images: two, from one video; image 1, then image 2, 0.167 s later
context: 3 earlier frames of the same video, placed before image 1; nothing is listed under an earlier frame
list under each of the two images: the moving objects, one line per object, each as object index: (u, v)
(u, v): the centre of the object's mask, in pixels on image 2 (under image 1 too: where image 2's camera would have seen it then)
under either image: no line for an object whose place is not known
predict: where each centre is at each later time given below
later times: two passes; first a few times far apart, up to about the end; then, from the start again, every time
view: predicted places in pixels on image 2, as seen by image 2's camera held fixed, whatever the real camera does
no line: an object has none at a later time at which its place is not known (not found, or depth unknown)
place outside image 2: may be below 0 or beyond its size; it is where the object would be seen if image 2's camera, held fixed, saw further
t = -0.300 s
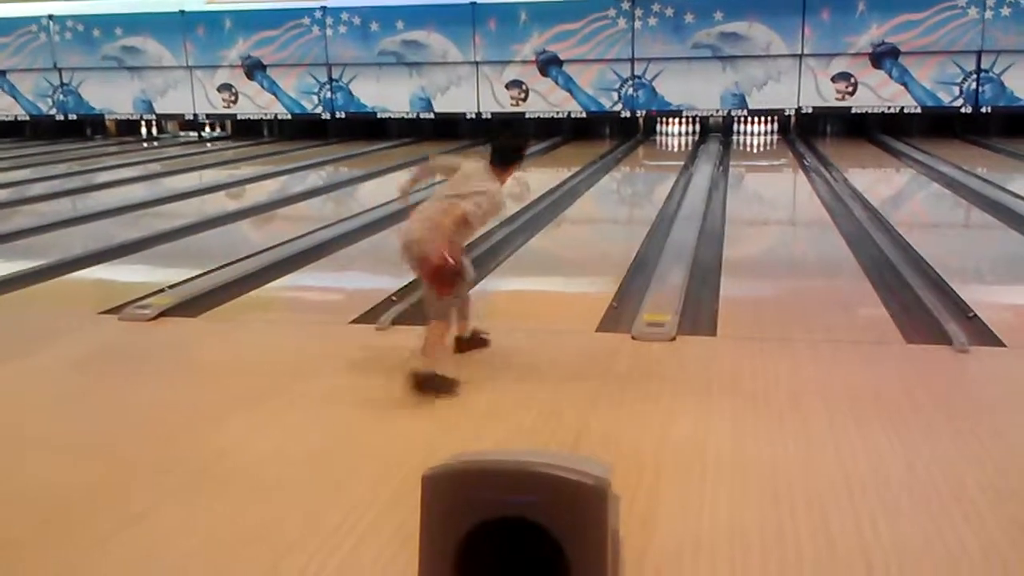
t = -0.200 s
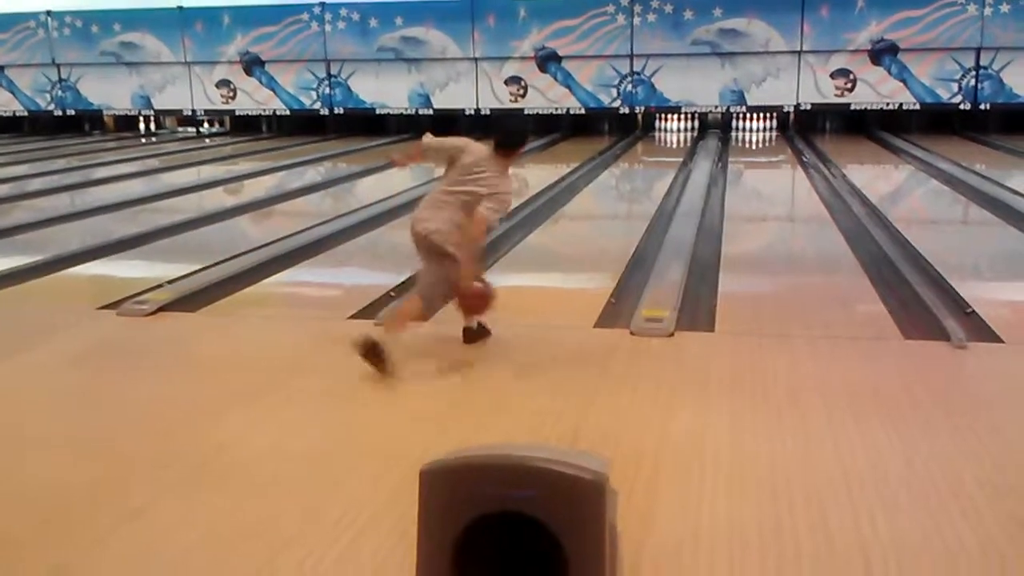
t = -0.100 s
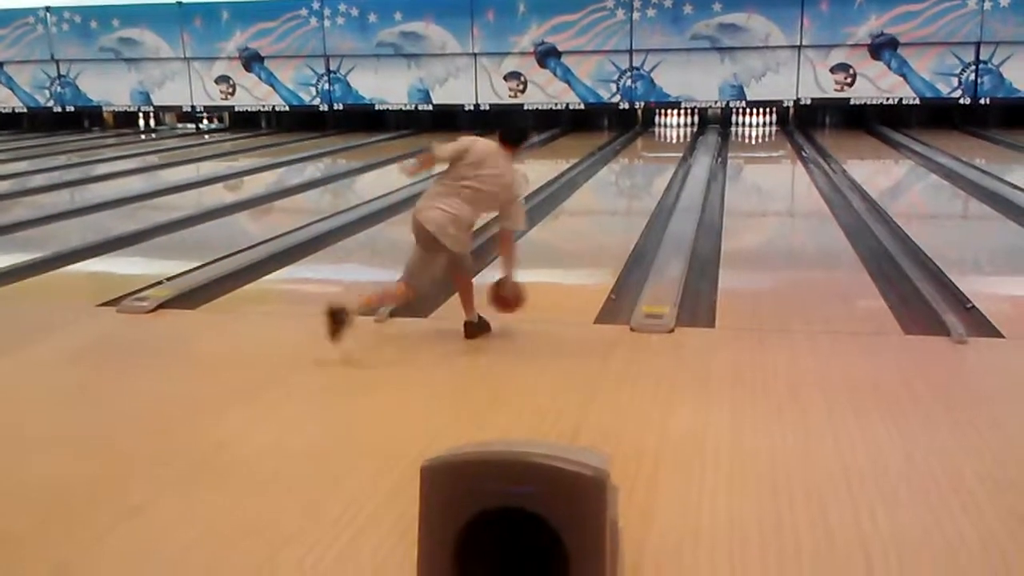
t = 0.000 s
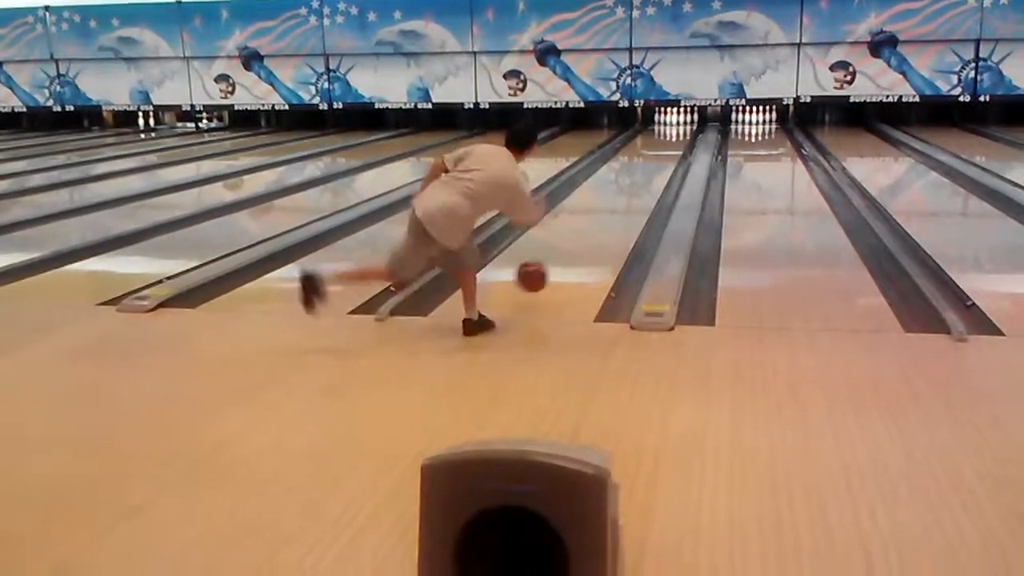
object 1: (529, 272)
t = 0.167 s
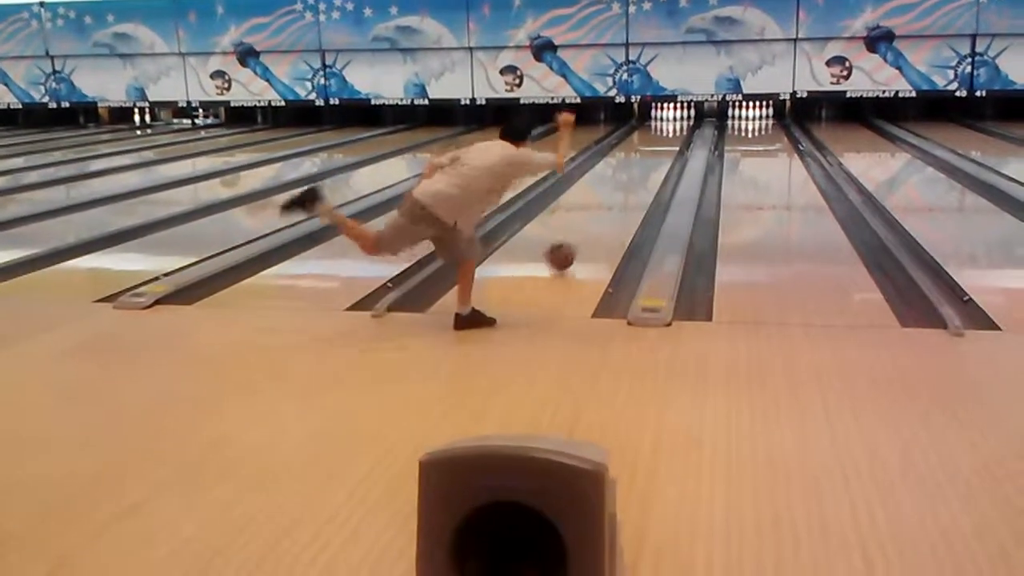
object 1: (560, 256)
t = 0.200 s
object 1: (565, 252)
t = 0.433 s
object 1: (596, 222)
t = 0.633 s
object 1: (616, 202)
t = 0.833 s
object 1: (631, 187)
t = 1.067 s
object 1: (645, 172)
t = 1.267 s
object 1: (654, 163)
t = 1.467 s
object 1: (662, 154)
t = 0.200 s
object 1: (565, 252)
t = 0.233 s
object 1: (570, 247)
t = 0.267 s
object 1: (575, 243)
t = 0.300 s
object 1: (580, 238)
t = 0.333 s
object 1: (585, 234)
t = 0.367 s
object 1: (589, 229)
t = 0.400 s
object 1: (593, 226)
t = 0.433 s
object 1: (596, 222)
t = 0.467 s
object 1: (600, 218)
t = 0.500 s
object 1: (604, 215)
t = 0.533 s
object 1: (607, 211)
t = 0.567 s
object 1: (610, 208)
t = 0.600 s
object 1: (613, 205)
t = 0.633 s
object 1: (616, 202)
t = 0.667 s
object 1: (619, 200)
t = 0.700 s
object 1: (621, 197)
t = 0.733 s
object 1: (624, 194)
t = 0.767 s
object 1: (627, 191)
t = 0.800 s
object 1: (629, 189)
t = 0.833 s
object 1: (631, 187)
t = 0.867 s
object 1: (633, 185)
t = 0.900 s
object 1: (636, 182)
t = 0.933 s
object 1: (638, 180)
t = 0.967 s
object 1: (639, 178)
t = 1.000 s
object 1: (641, 176)
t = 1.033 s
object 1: (644, 174)
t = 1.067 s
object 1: (645, 172)
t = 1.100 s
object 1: (647, 170)
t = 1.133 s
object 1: (648, 168)
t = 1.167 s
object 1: (650, 167)
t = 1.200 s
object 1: (651, 165)
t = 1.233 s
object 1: (653, 164)
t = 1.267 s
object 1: (654, 163)
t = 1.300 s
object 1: (656, 162)
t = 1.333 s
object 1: (657, 159)
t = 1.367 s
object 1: (658, 158)
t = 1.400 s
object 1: (659, 158)
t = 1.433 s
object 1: (661, 155)
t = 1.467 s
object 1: (662, 154)
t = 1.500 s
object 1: (663, 154)
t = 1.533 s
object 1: (664, 152)
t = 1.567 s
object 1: (665, 151)
